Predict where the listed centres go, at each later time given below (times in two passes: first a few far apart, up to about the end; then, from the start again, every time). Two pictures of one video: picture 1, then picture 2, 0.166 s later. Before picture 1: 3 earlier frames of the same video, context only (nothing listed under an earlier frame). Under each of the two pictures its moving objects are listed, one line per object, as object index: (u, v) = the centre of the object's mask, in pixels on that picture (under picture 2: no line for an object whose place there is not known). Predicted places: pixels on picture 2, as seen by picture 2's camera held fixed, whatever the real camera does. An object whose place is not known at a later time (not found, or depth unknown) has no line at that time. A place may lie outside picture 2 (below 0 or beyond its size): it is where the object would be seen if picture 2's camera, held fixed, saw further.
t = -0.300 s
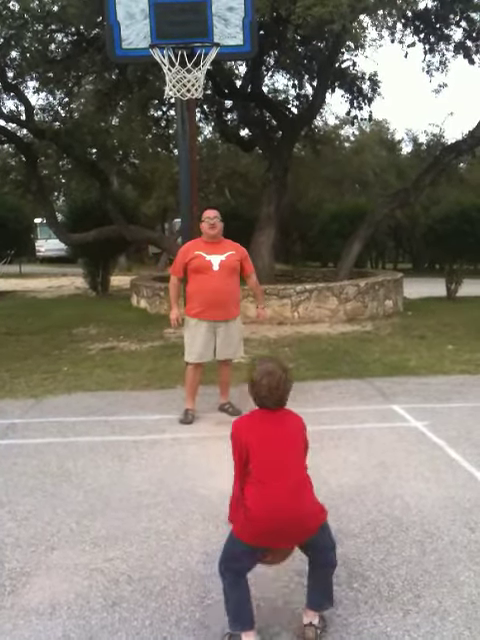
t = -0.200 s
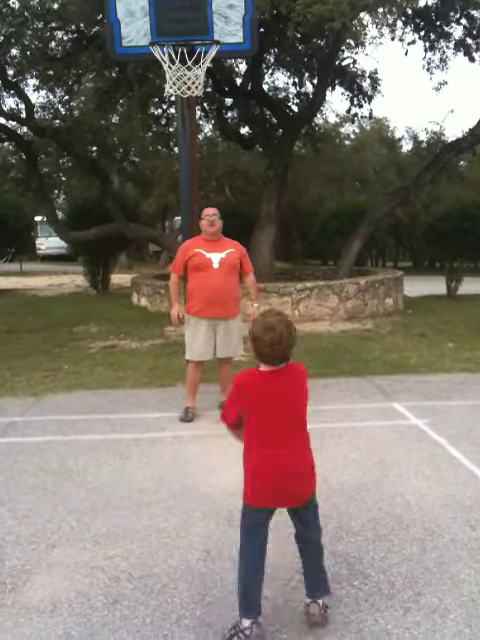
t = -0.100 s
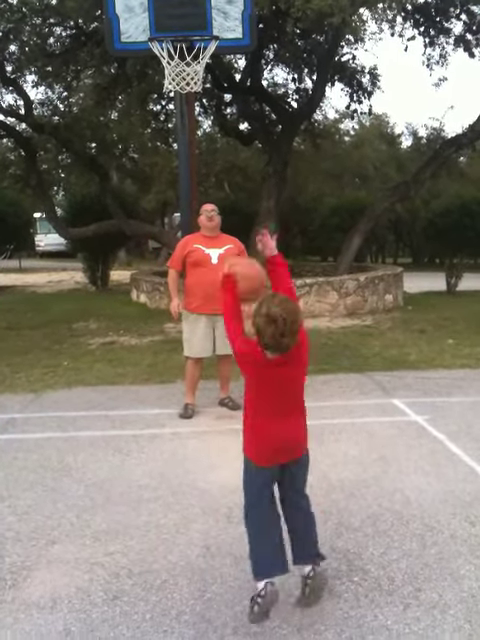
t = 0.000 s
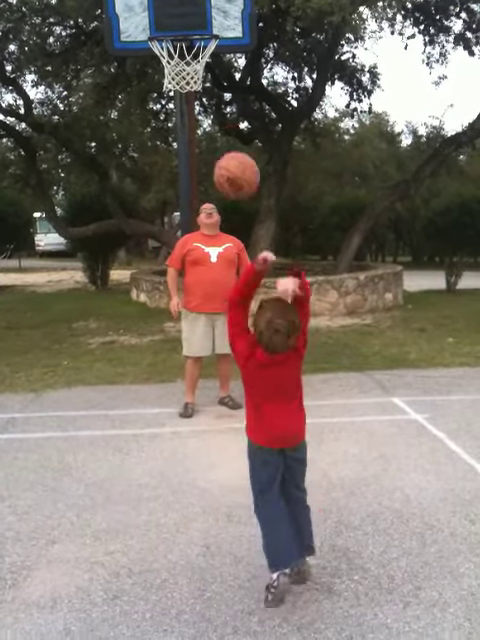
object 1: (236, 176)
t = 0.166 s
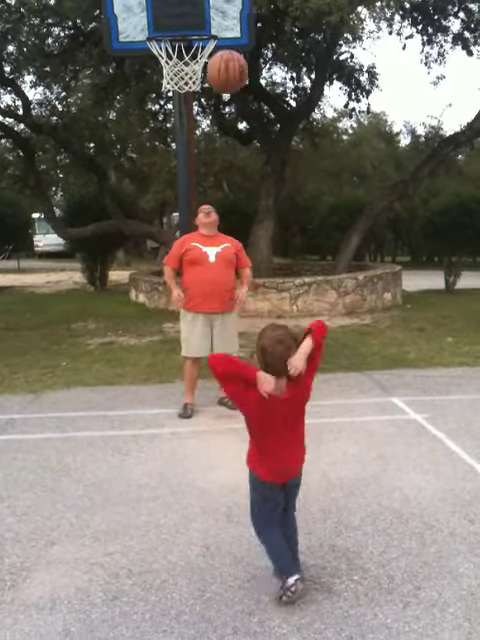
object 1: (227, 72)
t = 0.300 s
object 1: (223, 36)
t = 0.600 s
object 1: (317, 65)
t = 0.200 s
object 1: (225, 59)
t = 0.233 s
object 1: (225, 51)
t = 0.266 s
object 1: (224, 42)
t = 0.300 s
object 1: (223, 36)
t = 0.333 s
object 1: (222, 33)
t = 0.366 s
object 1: (233, 32)
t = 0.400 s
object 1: (246, 31)
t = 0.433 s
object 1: (258, 33)
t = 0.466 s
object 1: (269, 37)
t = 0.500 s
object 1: (282, 42)
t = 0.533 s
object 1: (293, 48)
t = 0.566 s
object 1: (305, 56)
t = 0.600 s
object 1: (317, 65)
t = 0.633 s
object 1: (329, 78)
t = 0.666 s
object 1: (341, 90)
